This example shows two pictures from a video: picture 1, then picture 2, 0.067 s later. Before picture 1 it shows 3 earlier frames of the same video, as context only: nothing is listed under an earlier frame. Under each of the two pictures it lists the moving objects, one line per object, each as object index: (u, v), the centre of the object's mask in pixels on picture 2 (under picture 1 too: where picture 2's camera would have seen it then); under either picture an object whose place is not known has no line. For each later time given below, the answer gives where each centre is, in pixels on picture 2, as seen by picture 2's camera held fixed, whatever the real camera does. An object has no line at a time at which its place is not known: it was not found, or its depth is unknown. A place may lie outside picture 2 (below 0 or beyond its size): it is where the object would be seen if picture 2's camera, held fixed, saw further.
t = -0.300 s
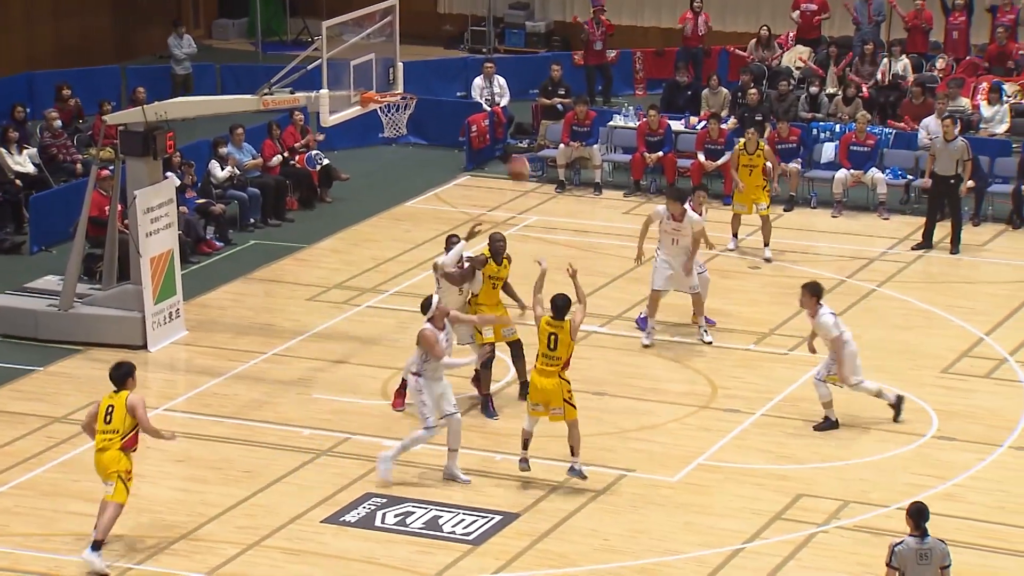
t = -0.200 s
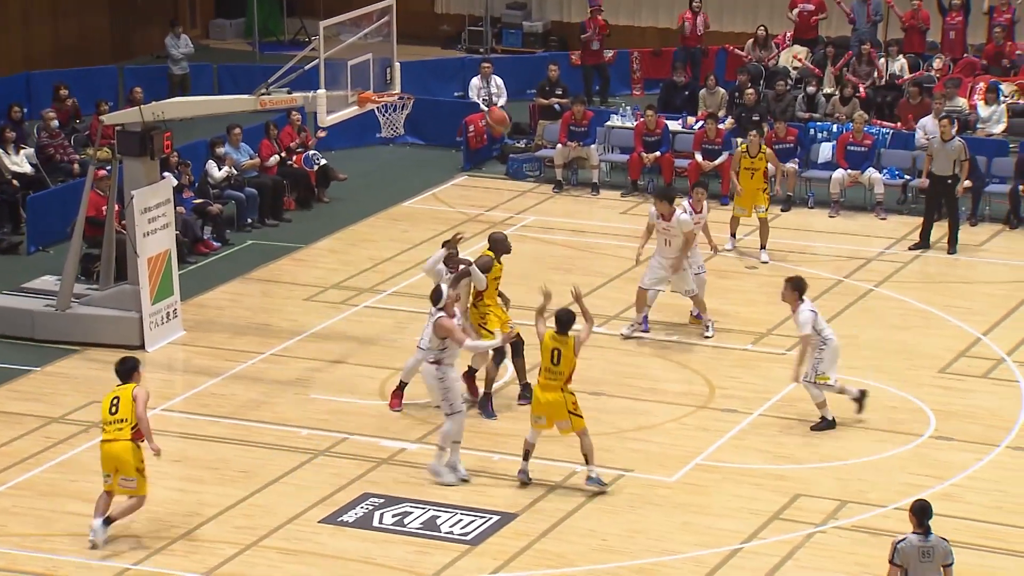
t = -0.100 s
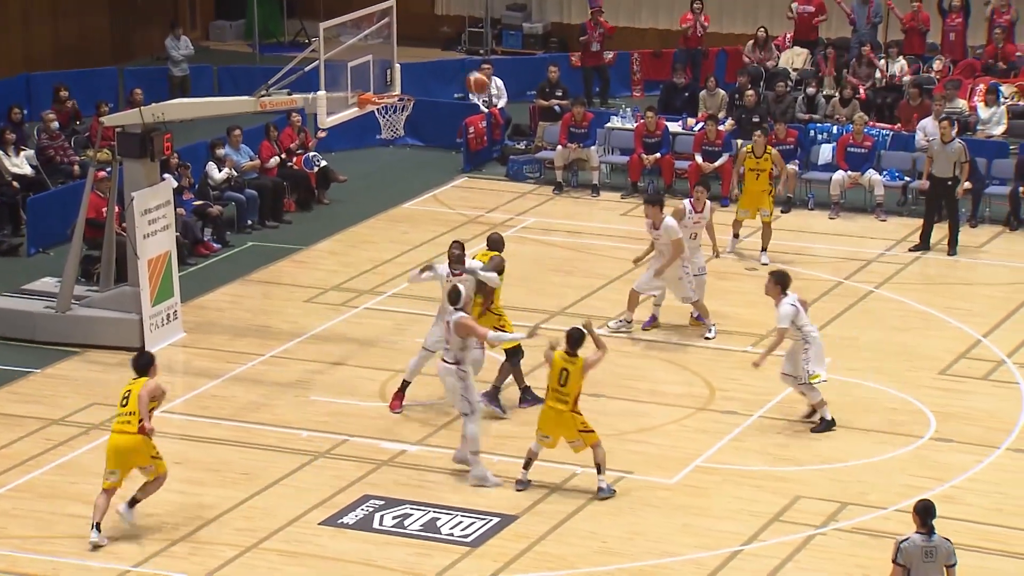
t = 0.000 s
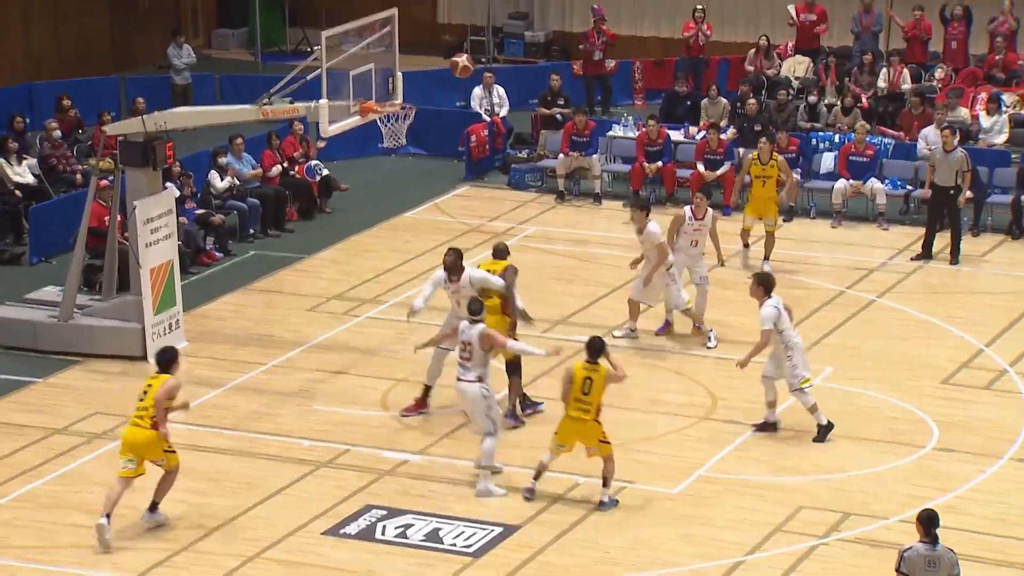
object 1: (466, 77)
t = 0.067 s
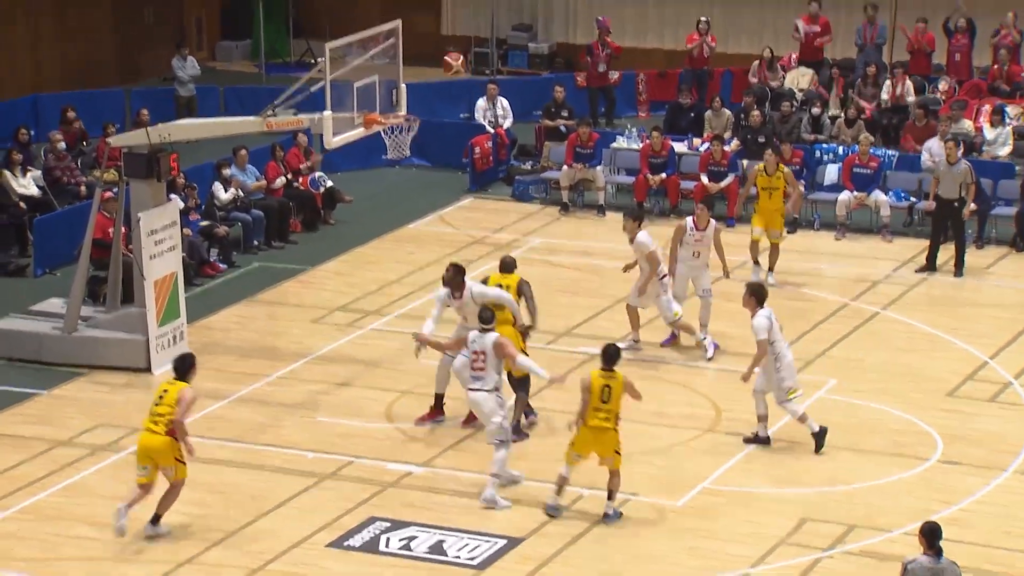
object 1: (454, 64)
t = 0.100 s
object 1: (448, 58)
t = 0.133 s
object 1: (442, 56)
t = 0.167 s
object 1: (437, 54)
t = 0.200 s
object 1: (431, 53)
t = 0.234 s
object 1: (426, 53)
